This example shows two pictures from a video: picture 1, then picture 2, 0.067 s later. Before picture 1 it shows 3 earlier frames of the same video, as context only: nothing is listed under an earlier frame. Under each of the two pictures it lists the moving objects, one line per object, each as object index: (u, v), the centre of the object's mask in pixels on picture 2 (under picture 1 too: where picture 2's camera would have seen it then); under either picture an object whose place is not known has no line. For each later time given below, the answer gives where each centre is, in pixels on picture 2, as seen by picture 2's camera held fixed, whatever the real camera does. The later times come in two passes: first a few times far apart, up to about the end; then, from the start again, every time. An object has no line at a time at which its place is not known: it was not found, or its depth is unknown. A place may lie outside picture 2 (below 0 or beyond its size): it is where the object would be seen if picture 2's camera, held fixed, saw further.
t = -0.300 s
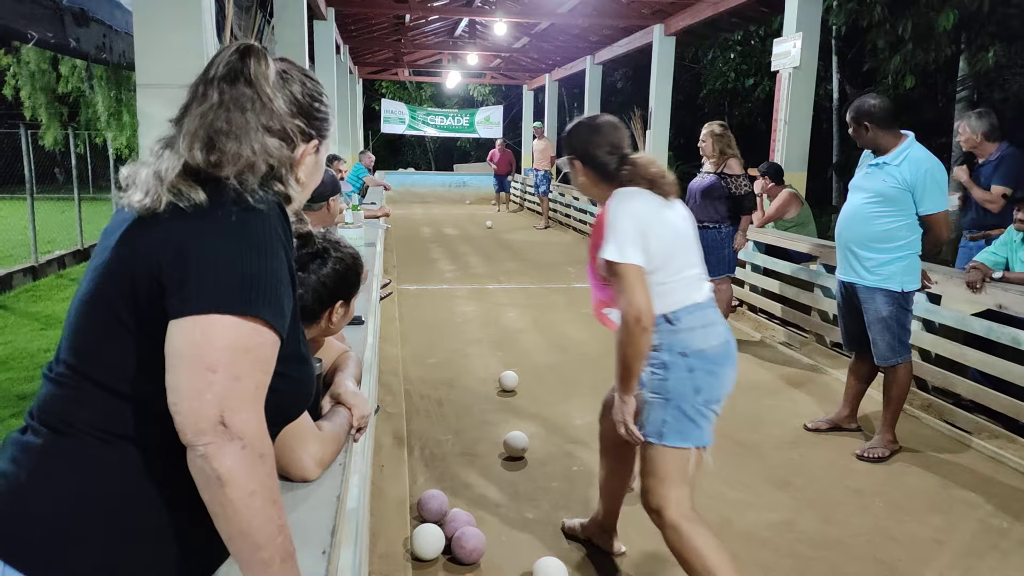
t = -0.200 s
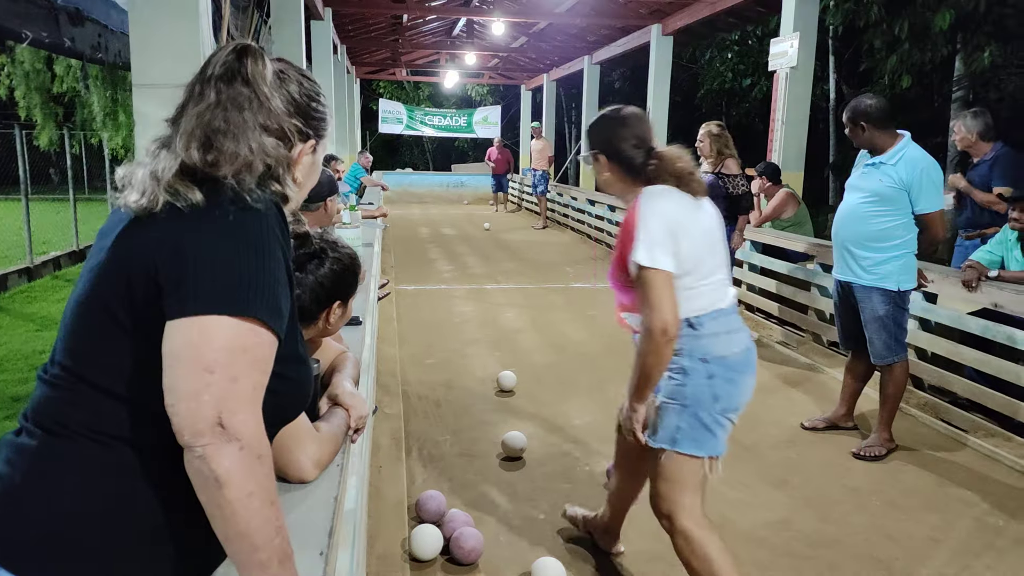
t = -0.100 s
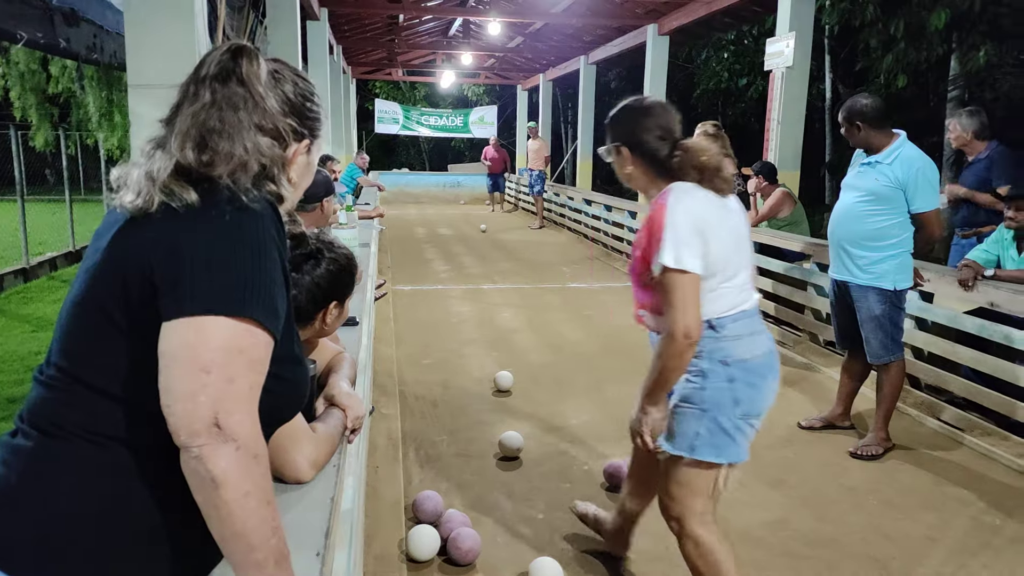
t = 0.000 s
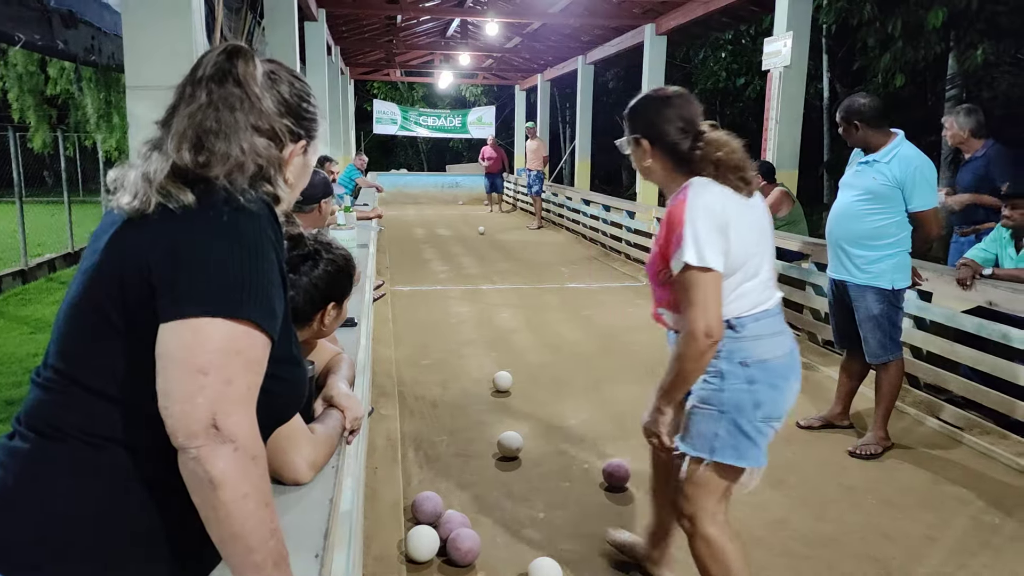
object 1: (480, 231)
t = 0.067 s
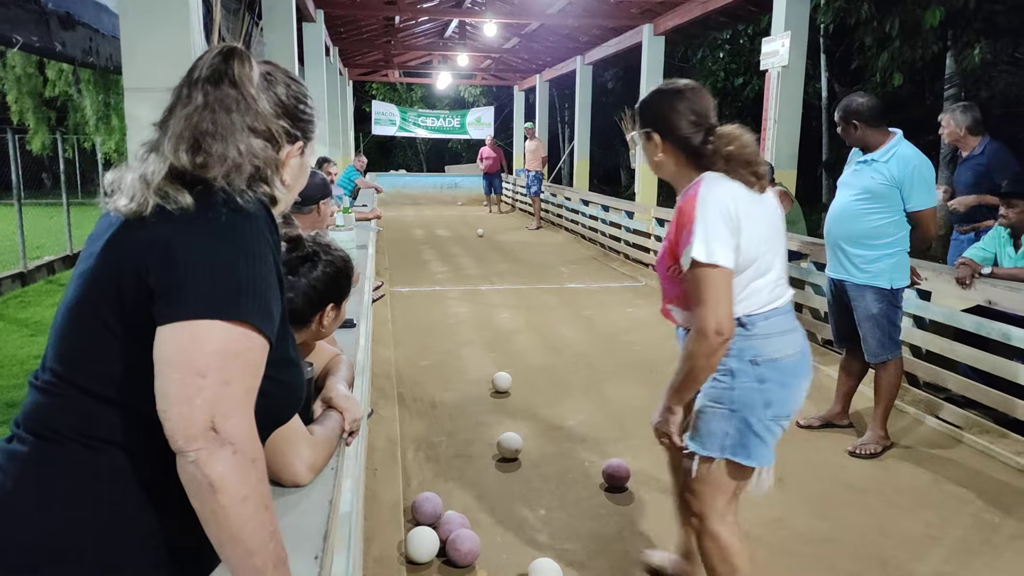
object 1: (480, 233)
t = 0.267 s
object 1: (479, 237)
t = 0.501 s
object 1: (478, 243)
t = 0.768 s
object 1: (476, 251)
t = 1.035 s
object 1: (476, 259)
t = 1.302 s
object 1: (475, 269)
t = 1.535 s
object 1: (474, 277)
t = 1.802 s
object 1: (473, 289)
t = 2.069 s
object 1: (471, 304)
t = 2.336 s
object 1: (469, 322)
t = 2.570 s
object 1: (468, 340)
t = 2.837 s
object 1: (467, 365)
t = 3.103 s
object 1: (467, 399)
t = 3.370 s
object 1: (467, 442)
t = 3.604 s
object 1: (466, 493)
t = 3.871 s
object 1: (504, 527)
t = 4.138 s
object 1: (556, 550)
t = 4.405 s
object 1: (607, 567)
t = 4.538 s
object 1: (633, 572)
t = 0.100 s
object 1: (480, 233)
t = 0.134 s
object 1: (480, 234)
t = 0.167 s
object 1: (480, 235)
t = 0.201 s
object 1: (480, 236)
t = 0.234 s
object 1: (479, 236)
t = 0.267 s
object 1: (479, 237)
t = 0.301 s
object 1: (479, 238)
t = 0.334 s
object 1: (479, 239)
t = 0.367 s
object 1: (478, 239)
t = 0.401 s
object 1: (478, 240)
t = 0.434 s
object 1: (478, 241)
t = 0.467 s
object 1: (478, 242)
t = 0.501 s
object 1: (478, 243)
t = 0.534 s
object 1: (478, 244)
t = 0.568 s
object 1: (477, 245)
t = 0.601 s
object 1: (477, 246)
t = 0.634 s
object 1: (477, 247)
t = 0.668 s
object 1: (477, 248)
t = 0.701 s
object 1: (477, 249)
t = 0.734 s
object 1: (477, 250)
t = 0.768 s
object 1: (476, 251)
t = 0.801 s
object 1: (476, 252)
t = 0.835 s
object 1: (476, 253)
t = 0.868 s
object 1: (476, 254)
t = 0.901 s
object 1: (476, 255)
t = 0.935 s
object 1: (476, 256)
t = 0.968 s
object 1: (476, 257)
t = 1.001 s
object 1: (476, 258)
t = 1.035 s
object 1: (476, 259)
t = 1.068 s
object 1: (475, 260)
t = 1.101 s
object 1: (475, 262)
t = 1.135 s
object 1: (475, 263)
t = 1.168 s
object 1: (475, 264)
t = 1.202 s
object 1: (475, 265)
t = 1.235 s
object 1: (475, 266)
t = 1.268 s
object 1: (475, 267)
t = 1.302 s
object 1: (475, 269)
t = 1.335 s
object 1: (474, 270)
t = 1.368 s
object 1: (474, 271)
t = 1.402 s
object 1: (474, 272)
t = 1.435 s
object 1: (474, 274)
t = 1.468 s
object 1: (474, 275)
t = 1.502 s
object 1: (474, 276)
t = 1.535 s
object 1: (474, 277)
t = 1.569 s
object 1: (473, 279)
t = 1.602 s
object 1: (473, 280)
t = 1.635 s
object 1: (473, 282)
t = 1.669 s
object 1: (473, 283)
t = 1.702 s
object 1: (473, 285)
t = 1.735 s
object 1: (473, 286)
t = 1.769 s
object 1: (473, 288)
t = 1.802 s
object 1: (473, 289)
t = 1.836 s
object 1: (473, 291)
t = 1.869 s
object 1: (472, 293)
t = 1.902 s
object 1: (472, 295)
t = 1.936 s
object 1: (472, 296)
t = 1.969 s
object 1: (472, 298)
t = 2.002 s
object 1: (472, 300)
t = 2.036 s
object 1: (471, 302)
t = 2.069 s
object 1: (471, 304)
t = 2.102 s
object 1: (471, 306)
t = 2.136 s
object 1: (471, 308)
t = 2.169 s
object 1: (471, 310)
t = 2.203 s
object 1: (470, 312)
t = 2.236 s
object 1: (470, 314)
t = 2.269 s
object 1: (470, 317)
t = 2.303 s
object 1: (469, 319)
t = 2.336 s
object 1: (469, 322)
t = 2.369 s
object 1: (469, 324)
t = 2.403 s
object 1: (469, 327)
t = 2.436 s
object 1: (469, 329)
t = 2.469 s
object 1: (469, 332)
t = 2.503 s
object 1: (469, 334)
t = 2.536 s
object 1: (468, 337)
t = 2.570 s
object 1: (468, 340)
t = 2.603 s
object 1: (468, 343)
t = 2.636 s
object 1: (468, 346)
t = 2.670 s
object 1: (468, 349)
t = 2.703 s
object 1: (467, 352)
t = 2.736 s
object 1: (467, 355)
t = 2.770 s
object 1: (467, 359)
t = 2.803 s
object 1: (467, 362)
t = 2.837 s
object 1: (467, 365)
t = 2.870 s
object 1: (467, 369)
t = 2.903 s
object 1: (467, 373)
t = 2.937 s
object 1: (467, 377)
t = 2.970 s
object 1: (467, 381)
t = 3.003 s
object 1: (467, 385)
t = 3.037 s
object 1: (467, 389)
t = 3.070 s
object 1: (467, 394)
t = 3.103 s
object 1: (467, 399)
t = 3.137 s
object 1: (467, 403)
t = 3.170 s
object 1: (467, 408)
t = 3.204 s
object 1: (467, 413)
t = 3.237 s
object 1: (467, 419)
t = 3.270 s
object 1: (467, 424)
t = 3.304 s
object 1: (467, 430)
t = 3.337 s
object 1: (467, 436)
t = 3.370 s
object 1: (467, 442)
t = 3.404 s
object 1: (467, 448)
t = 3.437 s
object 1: (467, 455)
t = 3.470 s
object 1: (467, 462)
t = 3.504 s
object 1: (466, 469)
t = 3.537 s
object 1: (466, 477)
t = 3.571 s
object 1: (466, 485)
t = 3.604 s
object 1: (466, 493)
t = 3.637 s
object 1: (467, 500)
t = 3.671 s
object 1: (470, 507)
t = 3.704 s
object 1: (476, 512)
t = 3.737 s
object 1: (481, 515)
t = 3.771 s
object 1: (487, 518)
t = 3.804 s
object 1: (492, 521)
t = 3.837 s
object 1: (498, 524)
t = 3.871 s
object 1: (504, 527)
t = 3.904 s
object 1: (510, 531)
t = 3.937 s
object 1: (516, 534)
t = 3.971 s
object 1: (522, 537)
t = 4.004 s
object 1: (527, 540)
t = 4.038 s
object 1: (533, 542)
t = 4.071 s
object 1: (540, 544)
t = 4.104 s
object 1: (548, 546)
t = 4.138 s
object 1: (556, 550)
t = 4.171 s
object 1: (562, 553)
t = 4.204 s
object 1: (568, 557)
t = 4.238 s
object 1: (573, 560)
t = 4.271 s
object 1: (580, 561)
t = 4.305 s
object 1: (587, 563)
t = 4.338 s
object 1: (594, 564)
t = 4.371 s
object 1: (600, 565)
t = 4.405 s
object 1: (607, 567)
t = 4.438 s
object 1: (613, 568)
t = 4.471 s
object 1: (620, 569)
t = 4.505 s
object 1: (627, 571)
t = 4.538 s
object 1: (633, 572)
